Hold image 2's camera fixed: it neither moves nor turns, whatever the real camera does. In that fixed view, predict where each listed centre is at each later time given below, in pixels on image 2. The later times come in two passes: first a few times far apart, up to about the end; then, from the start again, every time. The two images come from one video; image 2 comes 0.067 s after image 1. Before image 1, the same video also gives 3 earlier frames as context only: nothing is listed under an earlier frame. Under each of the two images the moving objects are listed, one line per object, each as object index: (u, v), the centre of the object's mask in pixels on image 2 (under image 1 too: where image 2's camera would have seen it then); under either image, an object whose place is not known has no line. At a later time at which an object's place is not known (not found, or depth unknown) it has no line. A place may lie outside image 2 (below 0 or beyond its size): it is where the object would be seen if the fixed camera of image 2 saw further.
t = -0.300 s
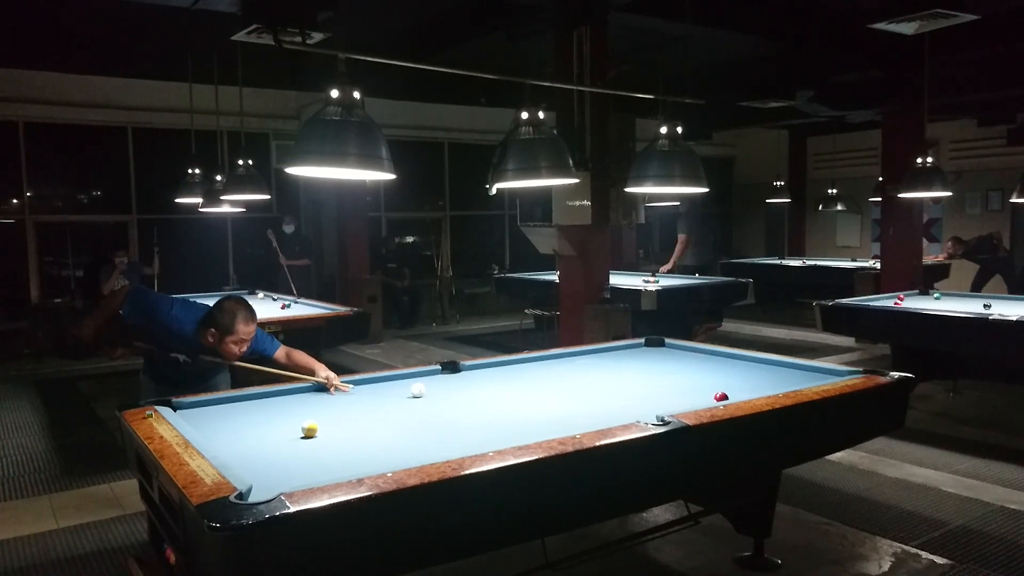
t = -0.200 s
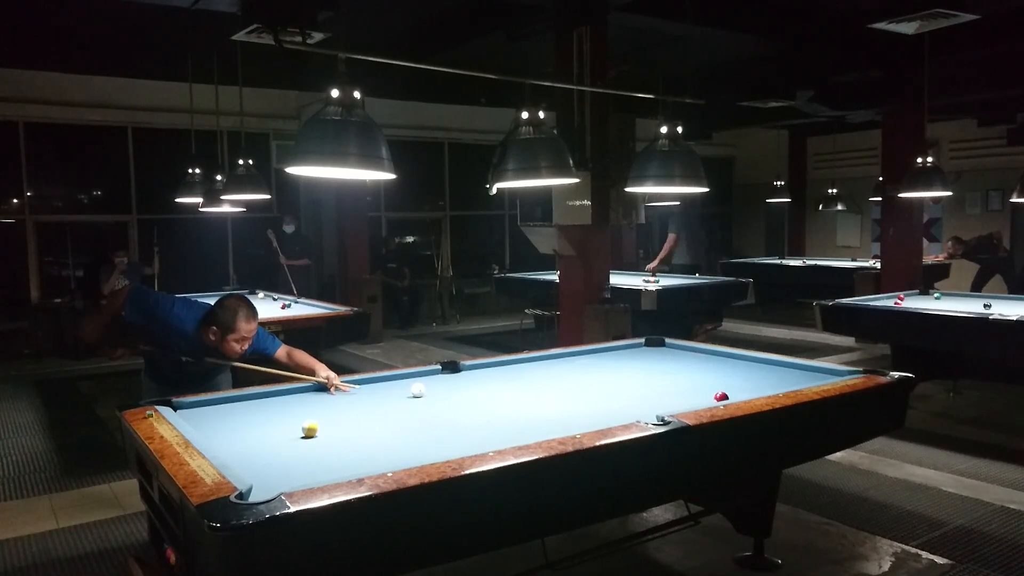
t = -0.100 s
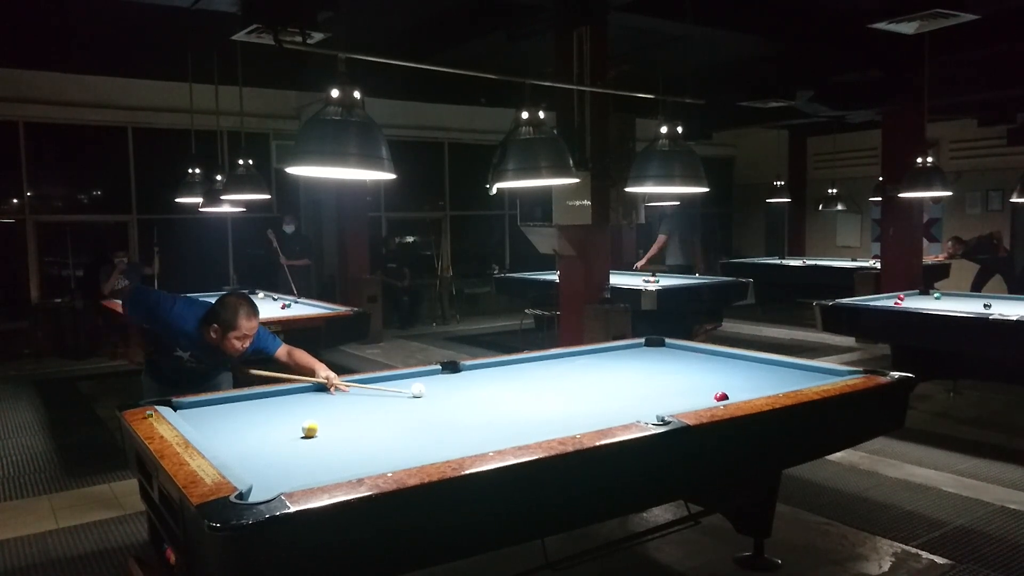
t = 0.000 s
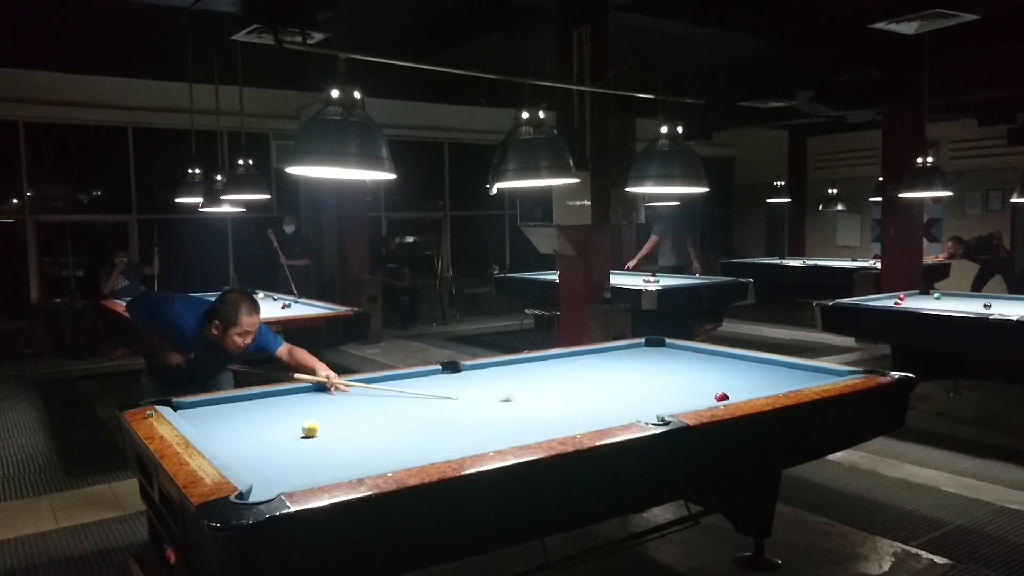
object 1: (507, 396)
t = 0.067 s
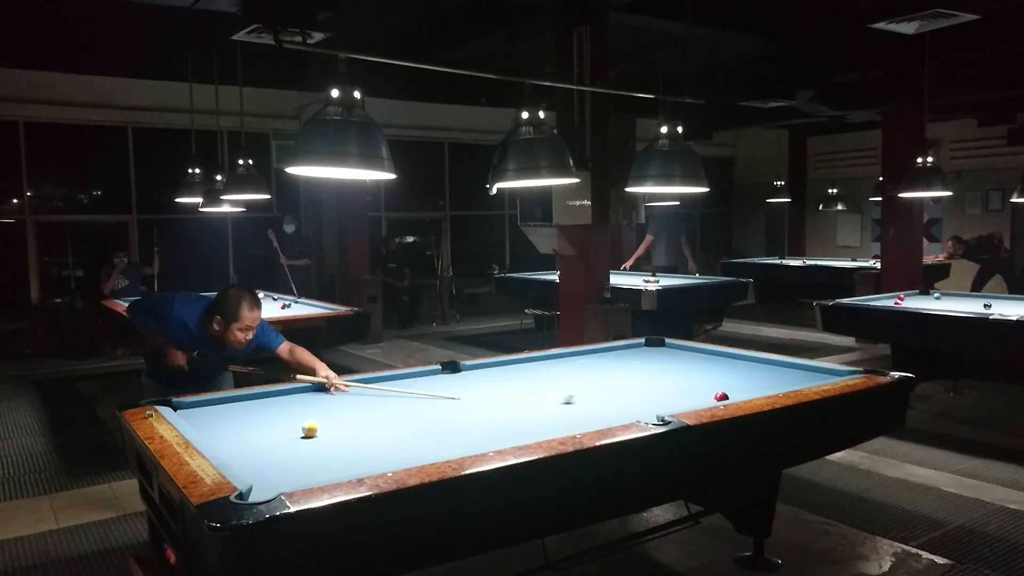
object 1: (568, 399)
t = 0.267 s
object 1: (712, 399)
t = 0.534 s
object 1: (633, 399)
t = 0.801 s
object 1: (565, 395)
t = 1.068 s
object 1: (500, 391)
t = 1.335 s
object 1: (444, 383)
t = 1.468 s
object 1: (417, 381)
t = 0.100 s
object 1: (598, 400)
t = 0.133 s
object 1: (628, 401)
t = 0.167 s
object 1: (658, 401)
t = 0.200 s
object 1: (684, 400)
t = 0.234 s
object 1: (710, 398)
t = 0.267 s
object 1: (712, 399)
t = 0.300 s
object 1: (700, 399)
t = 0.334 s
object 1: (689, 400)
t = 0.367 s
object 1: (680, 400)
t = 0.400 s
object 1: (671, 401)
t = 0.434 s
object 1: (661, 401)
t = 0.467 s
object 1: (652, 400)
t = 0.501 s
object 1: (642, 400)
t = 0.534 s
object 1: (633, 399)
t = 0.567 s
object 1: (625, 399)
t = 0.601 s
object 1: (616, 398)
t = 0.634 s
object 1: (607, 398)
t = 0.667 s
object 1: (598, 397)
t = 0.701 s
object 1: (589, 397)
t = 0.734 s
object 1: (581, 396)
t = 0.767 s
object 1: (572, 396)
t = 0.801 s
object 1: (565, 395)
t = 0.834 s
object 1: (556, 395)
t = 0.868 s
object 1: (548, 395)
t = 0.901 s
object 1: (540, 394)
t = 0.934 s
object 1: (532, 392)
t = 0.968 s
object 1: (524, 392)
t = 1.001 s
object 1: (516, 392)
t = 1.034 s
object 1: (508, 392)
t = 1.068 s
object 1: (500, 391)
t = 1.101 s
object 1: (493, 389)
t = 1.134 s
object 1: (485, 388)
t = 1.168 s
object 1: (478, 386)
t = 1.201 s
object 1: (471, 386)
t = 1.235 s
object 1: (464, 385)
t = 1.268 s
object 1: (458, 384)
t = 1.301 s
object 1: (451, 383)
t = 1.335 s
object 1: (444, 383)
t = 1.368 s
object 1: (437, 382)
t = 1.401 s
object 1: (430, 382)
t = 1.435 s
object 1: (424, 382)
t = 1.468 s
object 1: (417, 381)
